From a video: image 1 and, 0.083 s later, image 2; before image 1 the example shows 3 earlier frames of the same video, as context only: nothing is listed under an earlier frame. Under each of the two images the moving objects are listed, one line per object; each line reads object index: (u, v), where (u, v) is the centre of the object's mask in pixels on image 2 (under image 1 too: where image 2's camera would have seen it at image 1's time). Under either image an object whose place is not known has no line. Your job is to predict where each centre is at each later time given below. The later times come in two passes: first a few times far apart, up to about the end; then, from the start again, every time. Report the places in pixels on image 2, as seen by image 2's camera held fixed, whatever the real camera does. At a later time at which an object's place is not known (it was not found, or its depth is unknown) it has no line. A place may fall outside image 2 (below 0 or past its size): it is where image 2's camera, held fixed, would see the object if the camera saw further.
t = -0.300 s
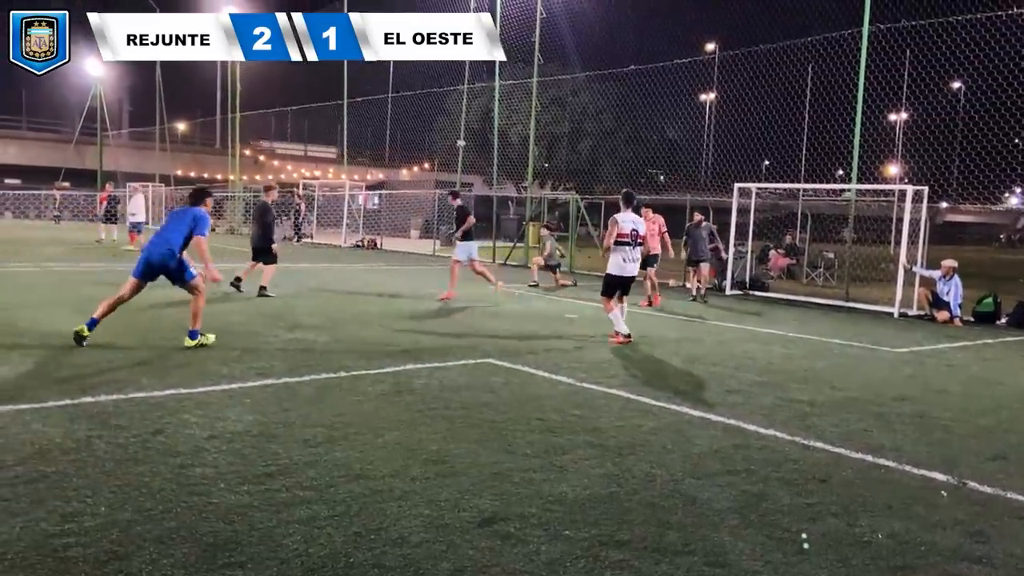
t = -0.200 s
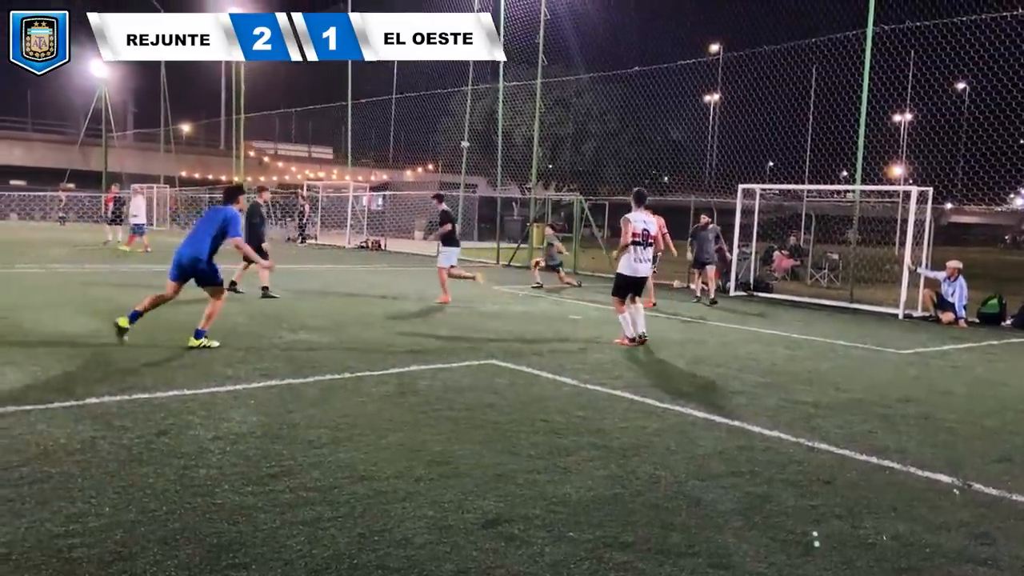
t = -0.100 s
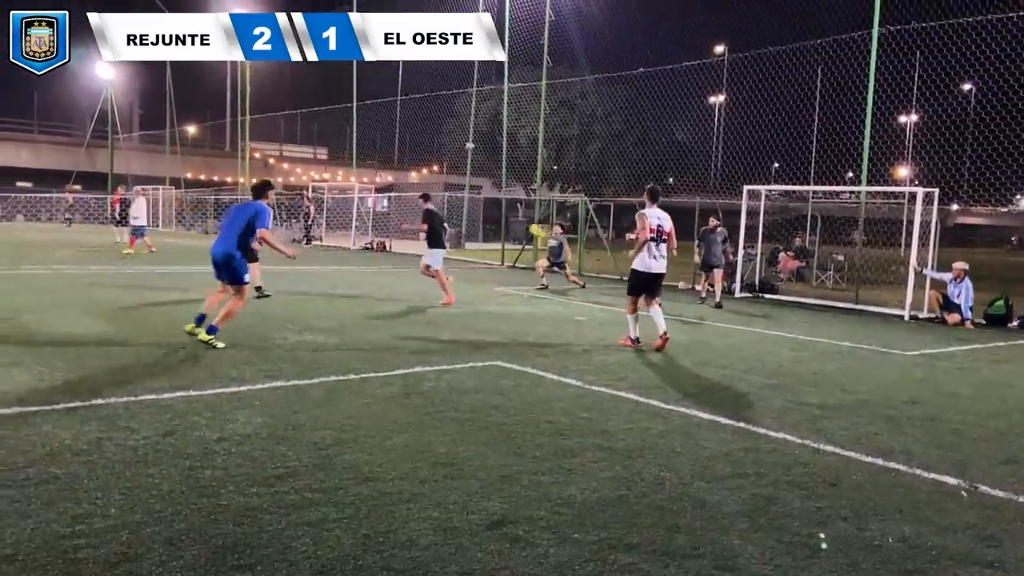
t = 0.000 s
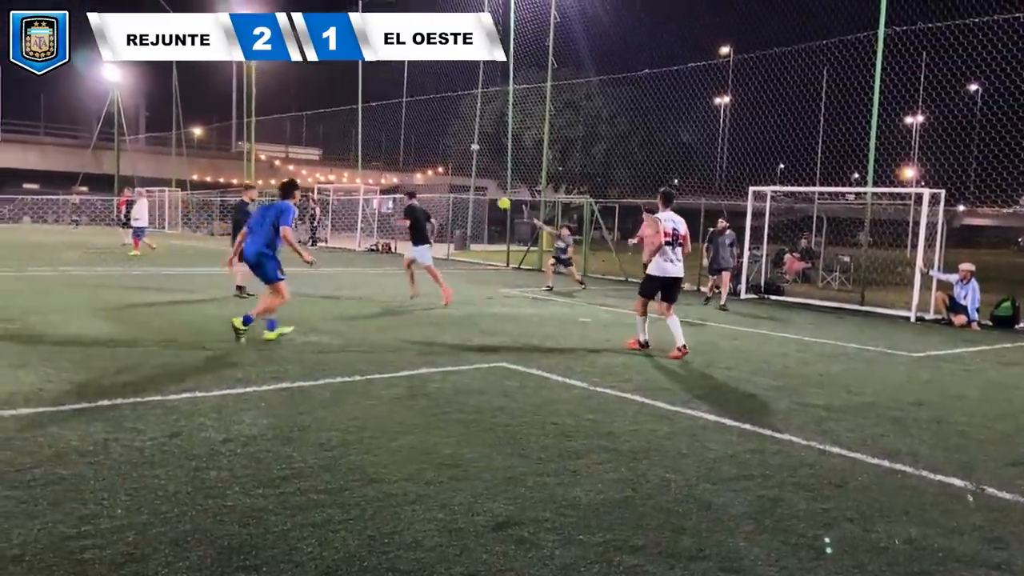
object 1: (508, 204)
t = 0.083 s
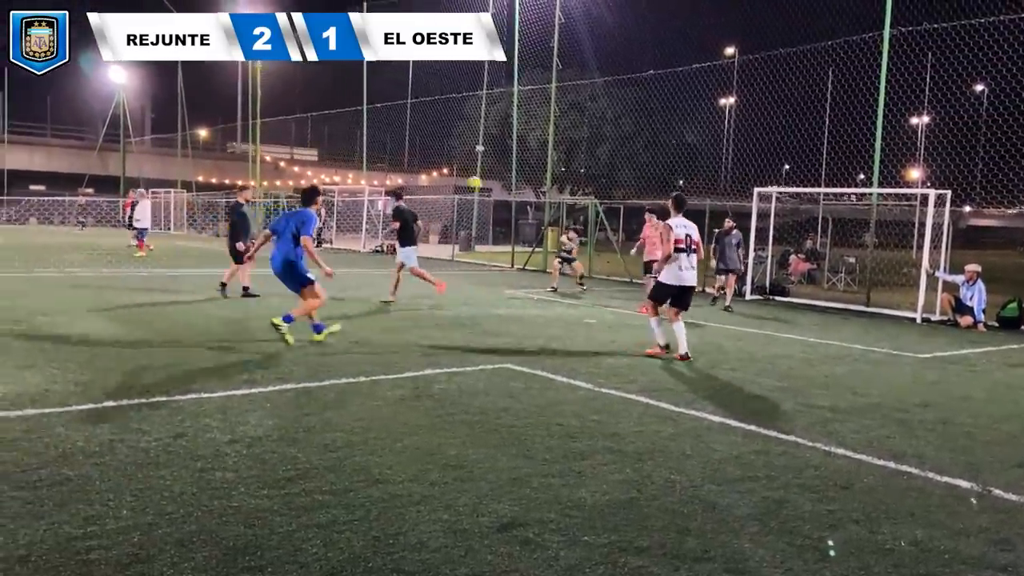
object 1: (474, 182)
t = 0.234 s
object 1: (401, 146)
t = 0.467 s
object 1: (246, 105)
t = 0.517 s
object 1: (205, 99)
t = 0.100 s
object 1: (467, 178)
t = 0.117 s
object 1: (459, 173)
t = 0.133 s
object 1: (452, 170)
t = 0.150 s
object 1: (444, 166)
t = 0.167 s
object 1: (436, 162)
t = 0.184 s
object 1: (428, 158)
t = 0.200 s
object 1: (419, 154)
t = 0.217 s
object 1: (411, 150)
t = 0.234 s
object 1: (401, 146)
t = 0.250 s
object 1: (392, 143)
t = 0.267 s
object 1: (383, 140)
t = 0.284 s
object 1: (373, 136)
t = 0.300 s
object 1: (363, 132)
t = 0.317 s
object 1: (352, 129)
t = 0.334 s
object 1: (342, 126)
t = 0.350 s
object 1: (331, 123)
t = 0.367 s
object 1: (320, 120)
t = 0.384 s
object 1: (308, 117)
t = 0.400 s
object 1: (297, 114)
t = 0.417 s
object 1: (284, 111)
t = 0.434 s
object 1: (272, 109)
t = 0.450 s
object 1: (259, 107)
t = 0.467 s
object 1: (246, 105)
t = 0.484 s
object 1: (232, 103)
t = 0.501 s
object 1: (219, 101)
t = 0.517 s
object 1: (205, 99)
